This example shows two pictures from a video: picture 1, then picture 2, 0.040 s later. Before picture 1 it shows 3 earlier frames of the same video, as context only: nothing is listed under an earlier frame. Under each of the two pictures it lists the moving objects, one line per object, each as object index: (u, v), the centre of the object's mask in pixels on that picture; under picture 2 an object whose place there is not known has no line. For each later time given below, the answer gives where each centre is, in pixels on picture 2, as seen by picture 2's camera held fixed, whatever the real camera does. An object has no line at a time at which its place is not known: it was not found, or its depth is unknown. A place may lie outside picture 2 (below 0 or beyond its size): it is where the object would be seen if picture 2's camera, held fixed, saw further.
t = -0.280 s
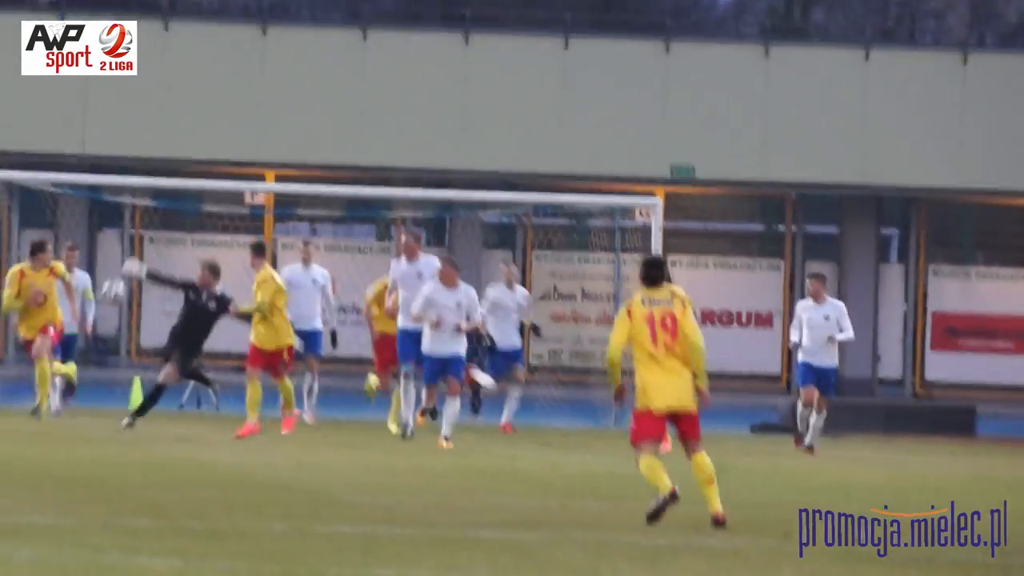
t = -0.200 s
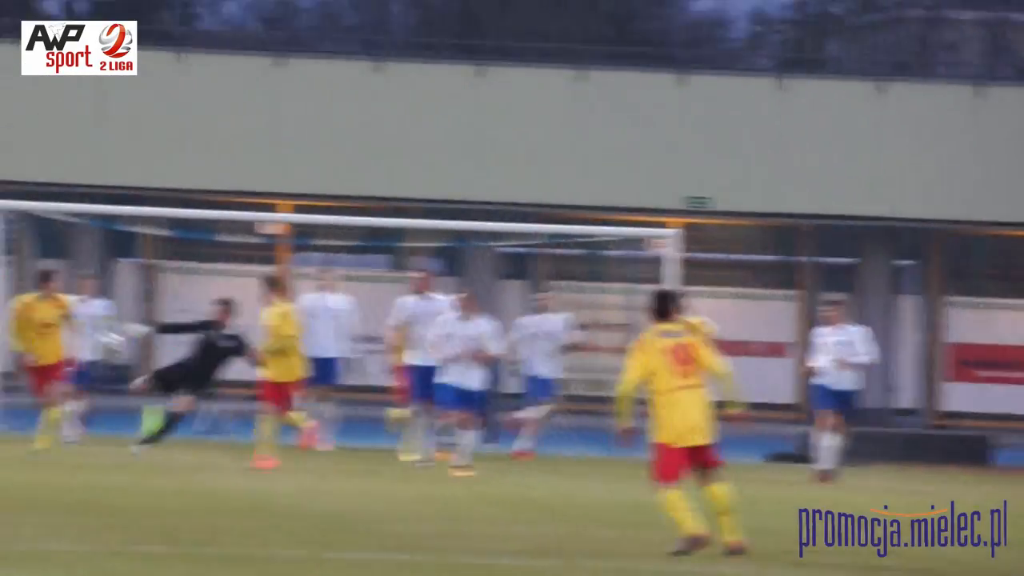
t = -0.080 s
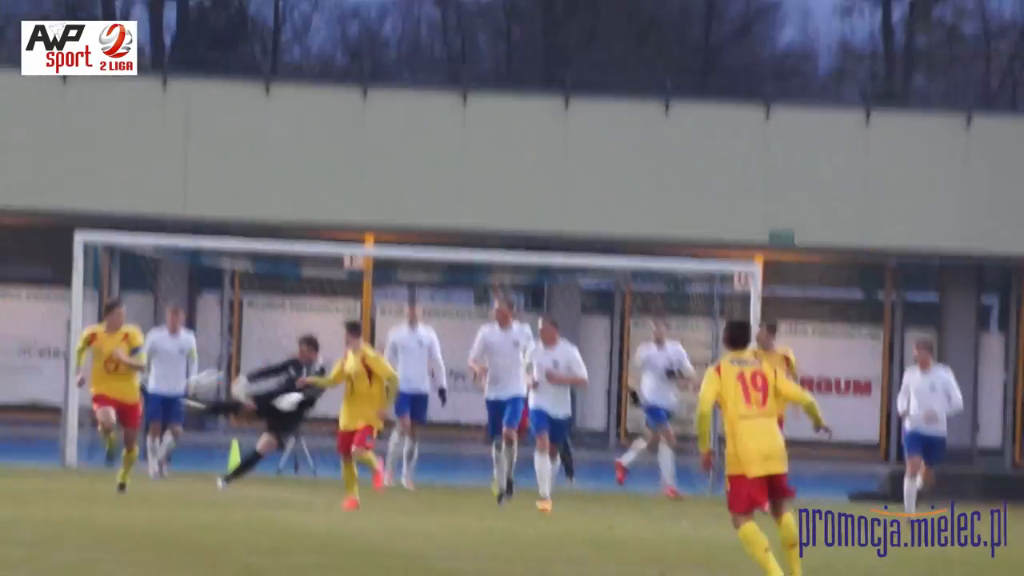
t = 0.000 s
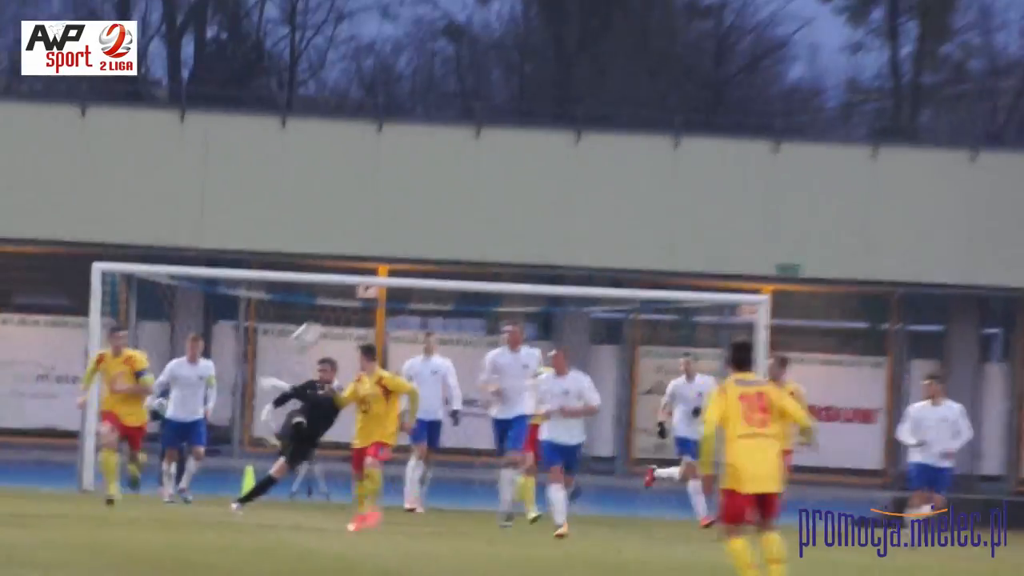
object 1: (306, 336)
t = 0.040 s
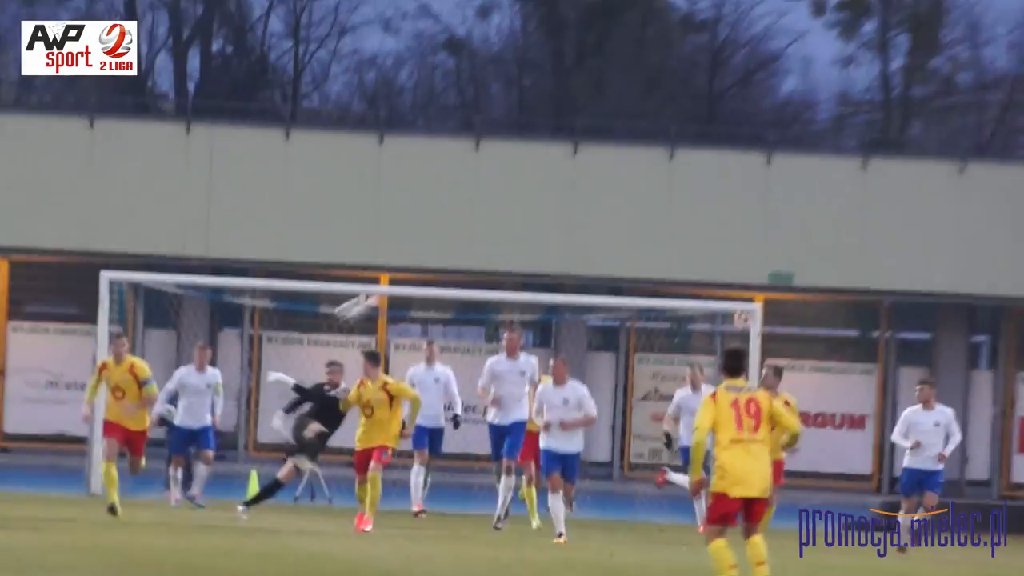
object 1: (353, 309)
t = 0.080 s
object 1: (401, 273)
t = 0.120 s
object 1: (443, 242)
